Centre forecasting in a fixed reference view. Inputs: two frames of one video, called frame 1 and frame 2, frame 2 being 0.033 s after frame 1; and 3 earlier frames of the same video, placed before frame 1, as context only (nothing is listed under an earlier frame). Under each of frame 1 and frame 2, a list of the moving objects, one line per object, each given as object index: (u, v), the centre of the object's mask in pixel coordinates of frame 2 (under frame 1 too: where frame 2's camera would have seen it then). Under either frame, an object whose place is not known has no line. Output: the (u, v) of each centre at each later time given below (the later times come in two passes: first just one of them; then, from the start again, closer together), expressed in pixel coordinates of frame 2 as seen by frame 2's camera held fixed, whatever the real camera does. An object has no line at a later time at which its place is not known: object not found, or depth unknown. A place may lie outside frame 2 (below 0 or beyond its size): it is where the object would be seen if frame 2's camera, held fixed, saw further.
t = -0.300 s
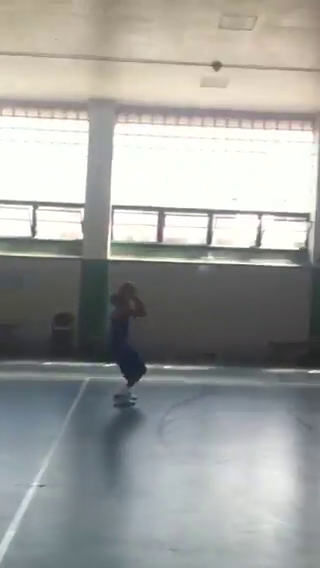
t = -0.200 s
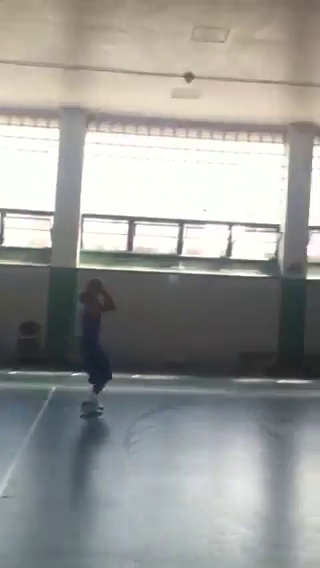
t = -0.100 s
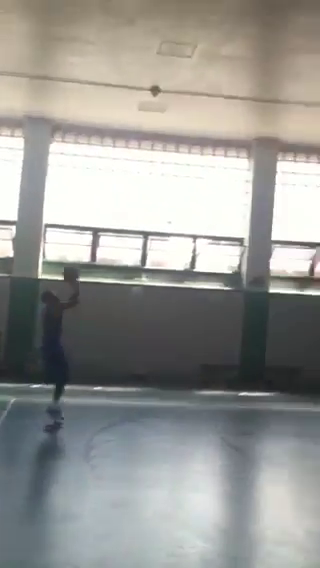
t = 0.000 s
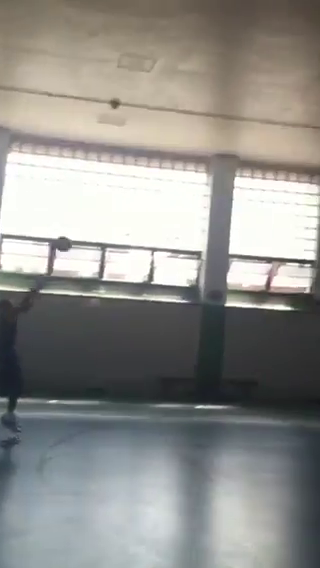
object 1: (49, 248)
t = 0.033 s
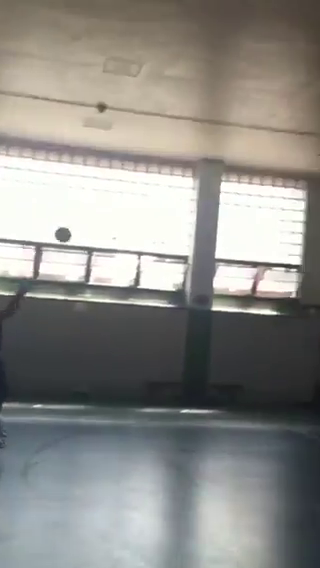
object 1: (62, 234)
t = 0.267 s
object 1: (156, 164)
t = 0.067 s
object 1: (76, 223)
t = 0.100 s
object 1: (89, 211)
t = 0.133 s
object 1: (103, 201)
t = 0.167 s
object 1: (116, 190)
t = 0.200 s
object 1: (129, 181)
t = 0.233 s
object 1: (143, 172)
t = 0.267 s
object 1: (156, 164)
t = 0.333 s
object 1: (182, 152)
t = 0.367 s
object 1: (196, 146)
